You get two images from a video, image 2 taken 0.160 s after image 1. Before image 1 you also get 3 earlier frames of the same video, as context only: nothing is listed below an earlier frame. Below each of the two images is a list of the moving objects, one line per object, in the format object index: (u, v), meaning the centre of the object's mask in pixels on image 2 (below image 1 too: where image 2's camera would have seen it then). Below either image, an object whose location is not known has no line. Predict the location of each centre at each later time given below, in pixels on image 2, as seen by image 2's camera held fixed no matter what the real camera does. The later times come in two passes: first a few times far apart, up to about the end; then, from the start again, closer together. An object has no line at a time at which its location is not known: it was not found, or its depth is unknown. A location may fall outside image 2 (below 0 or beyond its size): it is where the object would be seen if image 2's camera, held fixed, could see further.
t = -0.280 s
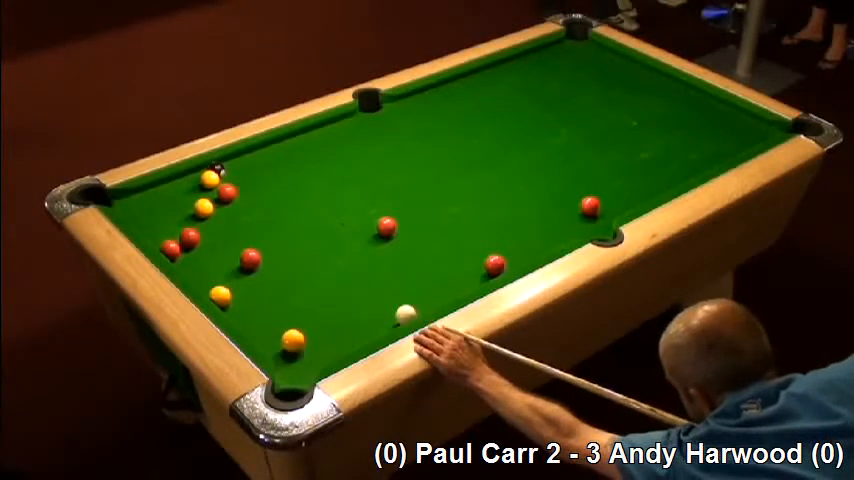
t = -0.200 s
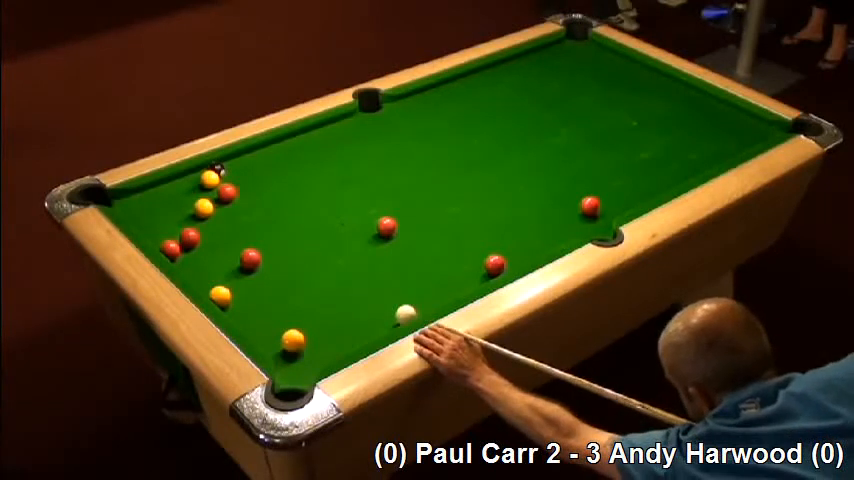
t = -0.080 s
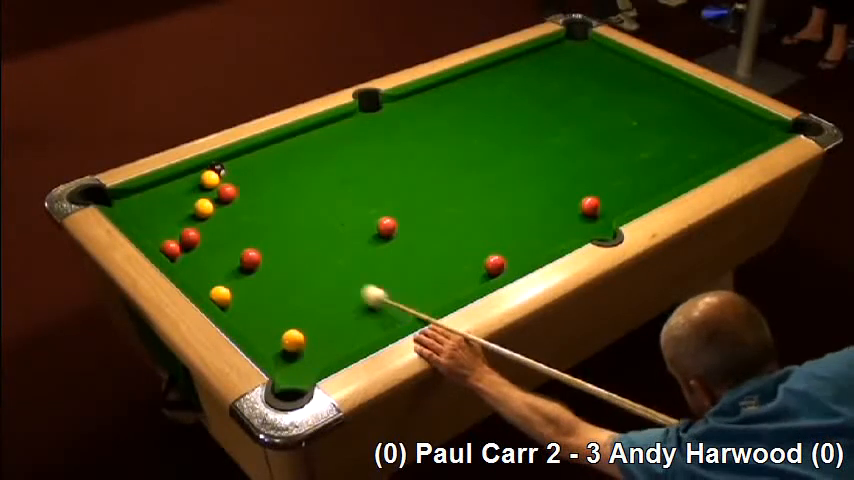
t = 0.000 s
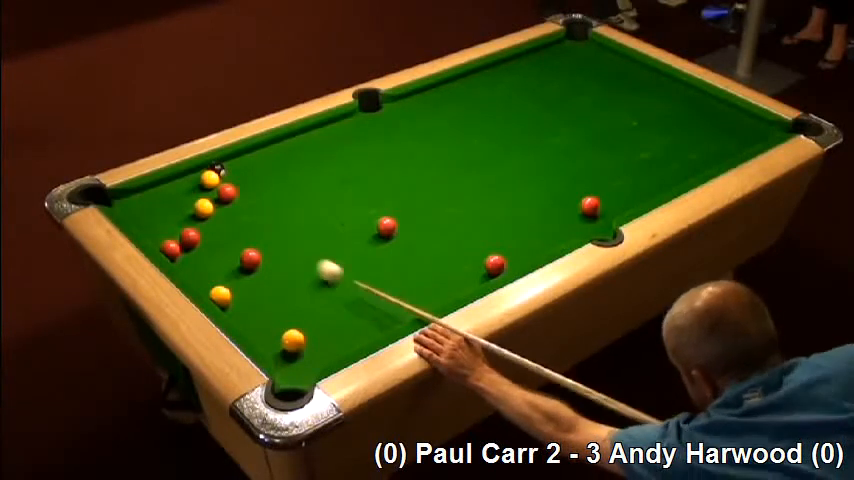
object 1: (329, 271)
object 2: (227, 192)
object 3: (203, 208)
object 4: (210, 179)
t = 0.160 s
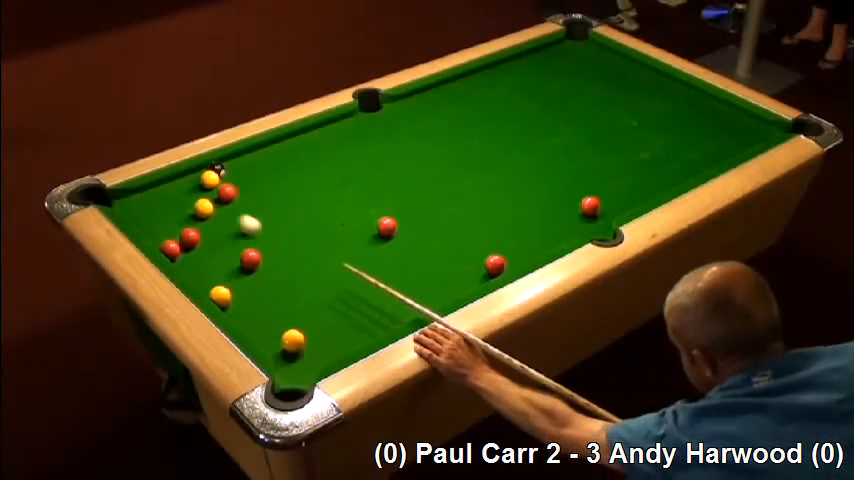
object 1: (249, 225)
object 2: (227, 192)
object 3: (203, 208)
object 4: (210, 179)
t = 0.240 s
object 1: (224, 205)
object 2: (228, 190)
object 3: (195, 207)
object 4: (210, 179)
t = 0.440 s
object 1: (225, 198)
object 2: (236, 171)
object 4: (208, 179)
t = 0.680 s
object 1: (216, 189)
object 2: (255, 153)
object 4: (205, 178)
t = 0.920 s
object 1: (216, 186)
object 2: (278, 145)
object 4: (198, 177)
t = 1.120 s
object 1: (217, 185)
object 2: (298, 142)
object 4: (191, 176)
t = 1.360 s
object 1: (217, 185)
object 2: (320, 139)
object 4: (186, 175)
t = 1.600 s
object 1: (217, 185)
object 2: (340, 137)
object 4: (186, 176)
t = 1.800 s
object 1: (217, 185)
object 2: (354, 136)
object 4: (185, 177)
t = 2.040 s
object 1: (217, 185)
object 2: (370, 134)
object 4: (185, 177)
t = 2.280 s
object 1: (217, 185)
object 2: (383, 132)
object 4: (185, 177)
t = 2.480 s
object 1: (217, 185)
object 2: (392, 132)
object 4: (185, 177)
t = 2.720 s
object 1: (216, 186)
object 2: (402, 131)
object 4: (185, 177)
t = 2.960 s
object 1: (216, 186)
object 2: (409, 130)
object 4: (185, 177)
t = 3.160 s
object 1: (216, 186)
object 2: (414, 129)
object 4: (185, 177)
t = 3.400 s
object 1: (216, 186)
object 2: (418, 129)
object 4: (185, 177)
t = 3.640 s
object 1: (217, 186)
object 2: (420, 129)
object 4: (185, 177)
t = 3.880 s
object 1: (216, 186)
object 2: (420, 130)
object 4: (185, 177)
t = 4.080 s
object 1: (216, 186)
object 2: (420, 130)
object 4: (185, 177)
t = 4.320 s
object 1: (216, 186)
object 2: (420, 130)
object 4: (185, 177)
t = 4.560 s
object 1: (216, 186)
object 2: (420, 130)
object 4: (185, 177)
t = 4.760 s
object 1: (216, 186)
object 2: (420, 130)
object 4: (185, 177)
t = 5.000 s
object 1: (216, 186)
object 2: (420, 130)
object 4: (185, 177)
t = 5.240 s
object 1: (216, 186)
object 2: (420, 130)
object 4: (185, 177)
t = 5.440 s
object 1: (217, 186)
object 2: (420, 130)
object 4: (185, 177)
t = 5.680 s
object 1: (217, 186)
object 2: (420, 130)
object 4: (185, 177)
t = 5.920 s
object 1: (216, 186)
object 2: (420, 130)
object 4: (185, 177)
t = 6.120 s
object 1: (216, 186)
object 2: (420, 130)
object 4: (185, 177)
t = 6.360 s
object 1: (216, 186)
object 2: (420, 130)
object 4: (185, 177)
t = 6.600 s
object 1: (216, 186)
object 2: (420, 130)
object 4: (185, 177)
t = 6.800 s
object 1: (216, 186)
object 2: (420, 130)
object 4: (185, 177)
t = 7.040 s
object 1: (216, 186)
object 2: (420, 129)
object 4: (185, 177)
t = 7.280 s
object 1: (216, 186)
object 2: (420, 130)
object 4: (185, 177)
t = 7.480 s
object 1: (216, 186)
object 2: (420, 130)
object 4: (185, 177)
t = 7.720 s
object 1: (216, 186)
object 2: (420, 130)
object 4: (185, 177)
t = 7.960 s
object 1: (216, 186)
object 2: (420, 130)
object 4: (185, 177)
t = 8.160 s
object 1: (216, 186)
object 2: (420, 130)
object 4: (185, 177)
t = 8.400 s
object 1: (216, 186)
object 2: (420, 130)
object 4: (185, 177)
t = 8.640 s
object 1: (216, 186)
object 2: (420, 130)
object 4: (185, 177)
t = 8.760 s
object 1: (216, 186)
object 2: (420, 129)
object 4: (185, 177)
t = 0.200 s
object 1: (231, 214)
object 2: (227, 192)
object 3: (203, 208)
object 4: (209, 179)
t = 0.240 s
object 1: (224, 205)
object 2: (228, 190)
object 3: (195, 207)
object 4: (210, 179)
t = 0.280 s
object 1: (227, 203)
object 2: (229, 187)
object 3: (178, 205)
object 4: (210, 179)
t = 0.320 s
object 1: (228, 203)
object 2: (229, 182)
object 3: (162, 205)
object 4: (210, 179)
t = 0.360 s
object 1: (227, 202)
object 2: (229, 178)
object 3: (149, 203)
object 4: (209, 179)
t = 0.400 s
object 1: (226, 200)
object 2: (232, 174)
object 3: (137, 202)
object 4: (208, 179)
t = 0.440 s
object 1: (225, 198)
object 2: (236, 171)
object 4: (208, 179)
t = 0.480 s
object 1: (223, 197)
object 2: (239, 168)
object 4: (207, 179)
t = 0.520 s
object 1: (222, 195)
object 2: (243, 165)
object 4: (207, 178)
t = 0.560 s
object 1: (220, 193)
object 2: (246, 162)
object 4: (206, 178)
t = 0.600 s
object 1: (219, 192)
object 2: (249, 159)
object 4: (206, 178)
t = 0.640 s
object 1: (217, 190)
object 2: (252, 156)
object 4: (205, 178)
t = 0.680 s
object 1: (216, 189)
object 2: (255, 153)
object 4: (205, 178)
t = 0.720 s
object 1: (215, 187)
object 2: (258, 151)
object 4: (204, 178)
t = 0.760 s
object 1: (216, 187)
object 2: (262, 148)
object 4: (203, 178)
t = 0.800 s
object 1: (216, 187)
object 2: (265, 147)
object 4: (201, 178)
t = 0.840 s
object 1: (216, 186)
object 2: (270, 146)
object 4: (200, 178)
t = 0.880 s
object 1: (216, 186)
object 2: (274, 146)
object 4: (199, 177)
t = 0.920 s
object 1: (216, 186)
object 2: (278, 145)
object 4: (198, 177)
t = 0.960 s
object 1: (217, 186)
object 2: (282, 145)
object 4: (196, 177)
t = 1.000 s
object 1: (217, 185)
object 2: (286, 144)
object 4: (196, 177)
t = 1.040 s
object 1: (217, 185)
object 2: (291, 143)
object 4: (194, 176)
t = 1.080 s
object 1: (217, 185)
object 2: (294, 143)
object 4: (193, 176)
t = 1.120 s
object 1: (217, 185)
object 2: (298, 142)
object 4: (191, 176)
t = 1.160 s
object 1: (217, 185)
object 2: (302, 142)
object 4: (190, 176)
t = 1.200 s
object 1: (217, 185)
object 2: (306, 141)
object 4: (189, 176)
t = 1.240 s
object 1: (217, 185)
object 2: (310, 141)
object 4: (188, 175)
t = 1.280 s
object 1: (217, 185)
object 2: (313, 140)
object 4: (187, 175)
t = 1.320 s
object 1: (217, 185)
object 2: (316, 140)
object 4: (187, 175)
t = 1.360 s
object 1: (217, 185)
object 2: (320, 139)
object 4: (186, 175)
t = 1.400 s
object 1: (217, 185)
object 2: (324, 139)
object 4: (186, 175)
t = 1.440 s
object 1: (217, 185)
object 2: (327, 139)
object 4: (186, 175)
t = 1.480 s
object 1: (217, 185)
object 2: (330, 138)
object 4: (186, 176)
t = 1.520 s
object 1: (217, 185)
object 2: (334, 138)
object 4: (186, 176)
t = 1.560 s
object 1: (217, 185)
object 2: (337, 138)
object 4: (186, 176)
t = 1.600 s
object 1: (217, 185)
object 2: (340, 137)
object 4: (186, 176)
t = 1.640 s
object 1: (217, 185)
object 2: (343, 137)
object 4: (186, 176)
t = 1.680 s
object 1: (217, 185)
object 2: (346, 136)
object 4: (186, 176)
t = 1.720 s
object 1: (217, 185)
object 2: (349, 136)
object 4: (186, 176)
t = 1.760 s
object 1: (217, 185)
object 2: (351, 136)
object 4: (185, 177)
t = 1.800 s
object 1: (217, 185)
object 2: (354, 136)
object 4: (185, 177)
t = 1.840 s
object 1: (217, 185)
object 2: (357, 135)
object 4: (185, 177)
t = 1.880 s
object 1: (217, 185)
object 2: (360, 135)
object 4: (185, 177)
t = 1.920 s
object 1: (217, 185)
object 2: (363, 135)
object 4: (185, 177)
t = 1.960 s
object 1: (217, 185)
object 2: (365, 135)
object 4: (185, 177)
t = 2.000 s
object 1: (217, 185)
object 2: (368, 134)
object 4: (185, 177)
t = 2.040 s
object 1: (217, 185)
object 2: (370, 134)
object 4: (185, 177)
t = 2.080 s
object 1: (217, 185)
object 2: (372, 134)
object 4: (185, 177)
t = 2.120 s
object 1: (217, 185)
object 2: (374, 133)
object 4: (185, 177)
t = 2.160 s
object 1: (217, 186)
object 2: (377, 133)
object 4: (185, 177)
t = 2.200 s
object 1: (217, 186)
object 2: (379, 133)
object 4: (185, 177)
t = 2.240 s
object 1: (217, 186)
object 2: (381, 133)
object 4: (185, 177)
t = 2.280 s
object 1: (217, 185)
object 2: (383, 132)
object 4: (185, 177)
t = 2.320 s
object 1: (217, 185)
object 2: (385, 132)
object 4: (185, 177)
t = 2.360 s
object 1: (217, 185)
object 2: (387, 132)
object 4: (185, 177)
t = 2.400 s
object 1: (217, 185)
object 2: (389, 132)
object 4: (185, 177)
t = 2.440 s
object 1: (217, 185)
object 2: (391, 132)
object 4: (185, 177)
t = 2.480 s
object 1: (217, 185)
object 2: (392, 132)
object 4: (185, 177)
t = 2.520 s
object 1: (217, 185)
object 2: (394, 131)
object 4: (185, 177)
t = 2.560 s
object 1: (217, 185)
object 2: (395, 131)
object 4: (185, 177)
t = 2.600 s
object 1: (217, 185)
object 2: (397, 131)
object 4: (185, 177)
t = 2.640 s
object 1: (217, 186)
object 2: (399, 131)
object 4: (185, 177)
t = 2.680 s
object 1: (217, 186)
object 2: (400, 131)
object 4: (185, 177)
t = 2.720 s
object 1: (216, 186)
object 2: (402, 131)
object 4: (185, 177)
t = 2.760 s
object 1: (216, 186)
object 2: (403, 131)
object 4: (185, 177)
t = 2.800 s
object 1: (216, 186)
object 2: (404, 131)
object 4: (185, 177)
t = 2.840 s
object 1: (216, 186)
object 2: (405, 130)
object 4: (185, 177)
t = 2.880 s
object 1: (216, 186)
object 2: (407, 130)
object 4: (185, 177)
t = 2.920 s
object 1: (216, 186)
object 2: (408, 130)
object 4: (185, 177)
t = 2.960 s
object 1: (216, 186)
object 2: (409, 130)
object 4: (185, 177)
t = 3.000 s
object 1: (216, 186)
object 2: (410, 130)
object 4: (185, 177)
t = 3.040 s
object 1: (216, 186)
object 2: (411, 129)
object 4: (185, 177)
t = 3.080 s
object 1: (216, 186)
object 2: (412, 130)
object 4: (185, 177)
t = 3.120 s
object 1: (216, 186)
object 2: (413, 130)
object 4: (185, 177)
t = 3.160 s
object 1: (216, 186)
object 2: (414, 129)
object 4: (185, 177)
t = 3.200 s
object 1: (216, 186)
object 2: (414, 129)
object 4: (185, 177)
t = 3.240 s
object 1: (216, 186)
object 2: (415, 129)
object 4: (185, 177)
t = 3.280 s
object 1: (216, 186)
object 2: (416, 129)
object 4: (185, 177)
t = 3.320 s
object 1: (216, 186)
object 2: (417, 129)
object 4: (185, 177)
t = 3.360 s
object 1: (216, 186)
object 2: (417, 129)
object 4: (185, 177)
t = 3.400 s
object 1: (216, 186)
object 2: (418, 129)
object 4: (185, 177)
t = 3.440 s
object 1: (216, 186)
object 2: (418, 129)
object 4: (184, 177)
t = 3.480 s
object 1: (217, 186)
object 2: (419, 129)
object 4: (185, 177)
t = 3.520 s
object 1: (217, 186)
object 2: (419, 129)
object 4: (185, 177)
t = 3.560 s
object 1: (217, 186)
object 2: (419, 129)
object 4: (185, 177)
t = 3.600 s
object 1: (217, 186)
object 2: (420, 129)
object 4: (185, 177)
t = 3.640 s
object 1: (217, 186)
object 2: (420, 129)
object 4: (185, 177)
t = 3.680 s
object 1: (216, 186)
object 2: (420, 130)
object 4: (185, 177)
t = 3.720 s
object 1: (216, 186)
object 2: (420, 130)
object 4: (185, 177)
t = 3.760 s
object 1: (216, 186)
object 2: (420, 130)
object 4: (185, 177)
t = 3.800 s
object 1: (216, 186)
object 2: (420, 130)
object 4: (185, 177)
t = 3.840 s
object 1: (216, 186)
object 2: (420, 130)
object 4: (185, 177)
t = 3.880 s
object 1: (216, 186)
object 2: (420, 130)
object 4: (185, 177)
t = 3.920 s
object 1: (216, 186)
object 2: (420, 130)
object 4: (185, 177)
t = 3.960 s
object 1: (216, 186)
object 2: (420, 130)
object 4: (185, 177)
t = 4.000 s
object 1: (216, 186)
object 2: (420, 130)
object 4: (185, 177)
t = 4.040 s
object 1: (216, 186)
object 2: (420, 130)
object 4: (185, 177)
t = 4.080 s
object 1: (216, 186)
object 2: (420, 130)
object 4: (185, 177)
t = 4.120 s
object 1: (216, 186)
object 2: (420, 130)
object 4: (185, 177)
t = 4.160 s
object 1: (216, 186)
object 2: (420, 130)
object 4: (185, 177)
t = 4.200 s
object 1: (216, 186)
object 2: (420, 130)
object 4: (185, 177)
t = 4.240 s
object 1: (216, 186)
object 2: (420, 130)
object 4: (185, 177)
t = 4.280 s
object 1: (216, 186)
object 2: (420, 130)
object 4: (185, 177)
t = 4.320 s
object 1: (216, 186)
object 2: (420, 130)
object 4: (185, 177)
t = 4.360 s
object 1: (216, 186)
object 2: (420, 130)
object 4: (185, 177)
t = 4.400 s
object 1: (216, 186)
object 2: (420, 130)
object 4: (185, 177)
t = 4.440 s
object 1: (216, 186)
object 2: (420, 130)
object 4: (185, 177)
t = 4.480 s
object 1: (216, 186)
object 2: (420, 130)
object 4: (185, 177)
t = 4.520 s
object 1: (216, 186)
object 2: (420, 130)
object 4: (185, 177)
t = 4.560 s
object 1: (216, 186)
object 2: (420, 130)
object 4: (185, 177)
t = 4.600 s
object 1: (216, 186)
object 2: (420, 130)
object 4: (185, 177)
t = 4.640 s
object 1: (216, 186)
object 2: (420, 130)
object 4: (185, 177)
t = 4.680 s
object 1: (216, 186)
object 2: (420, 130)
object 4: (185, 177)
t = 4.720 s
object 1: (216, 186)
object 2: (420, 130)
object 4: (185, 177)
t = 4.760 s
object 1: (216, 186)
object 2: (420, 130)
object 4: (185, 177)
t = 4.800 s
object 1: (216, 186)
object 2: (420, 130)
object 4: (185, 177)
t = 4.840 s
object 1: (216, 186)
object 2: (420, 130)
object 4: (185, 177)
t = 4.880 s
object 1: (216, 186)
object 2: (420, 130)
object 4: (185, 177)
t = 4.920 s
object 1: (216, 186)
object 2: (420, 130)
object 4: (185, 177)
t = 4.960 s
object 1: (216, 186)
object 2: (420, 130)
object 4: (185, 177)
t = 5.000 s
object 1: (216, 186)
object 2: (420, 130)
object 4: (185, 177)
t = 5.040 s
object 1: (216, 186)
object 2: (420, 130)
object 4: (185, 177)
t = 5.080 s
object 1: (216, 186)
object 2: (420, 130)
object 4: (185, 177)
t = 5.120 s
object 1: (217, 186)
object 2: (420, 130)
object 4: (185, 177)
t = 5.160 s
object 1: (216, 186)
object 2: (420, 130)
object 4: (185, 177)
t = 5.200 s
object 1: (216, 186)
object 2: (420, 130)
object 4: (185, 177)
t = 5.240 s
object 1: (216, 186)
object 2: (420, 130)
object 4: (185, 177)
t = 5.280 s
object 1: (217, 186)
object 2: (420, 130)
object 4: (185, 177)
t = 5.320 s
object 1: (217, 186)
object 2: (420, 130)
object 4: (185, 177)
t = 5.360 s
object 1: (217, 186)
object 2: (420, 130)
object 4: (185, 177)
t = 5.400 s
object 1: (217, 186)
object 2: (420, 130)
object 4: (185, 177)
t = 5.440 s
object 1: (217, 186)
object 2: (420, 130)
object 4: (185, 177)
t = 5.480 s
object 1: (217, 186)
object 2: (420, 130)
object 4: (185, 177)
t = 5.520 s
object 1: (217, 186)
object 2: (420, 130)
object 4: (185, 177)
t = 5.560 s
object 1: (217, 186)
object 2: (420, 130)
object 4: (185, 177)
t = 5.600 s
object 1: (217, 186)
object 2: (420, 130)
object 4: (185, 177)
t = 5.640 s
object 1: (217, 186)
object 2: (420, 130)
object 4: (185, 177)
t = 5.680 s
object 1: (217, 186)
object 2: (420, 130)
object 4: (185, 177)
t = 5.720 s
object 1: (217, 186)
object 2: (420, 130)
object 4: (185, 177)
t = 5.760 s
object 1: (216, 186)
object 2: (420, 130)
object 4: (185, 177)
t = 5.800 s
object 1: (216, 186)
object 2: (420, 130)
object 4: (185, 177)
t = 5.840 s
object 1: (216, 186)
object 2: (420, 130)
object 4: (185, 177)
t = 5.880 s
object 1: (216, 186)
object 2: (420, 130)
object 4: (185, 177)
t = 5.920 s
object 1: (216, 186)
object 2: (420, 130)
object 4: (185, 177)
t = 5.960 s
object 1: (216, 186)
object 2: (420, 130)
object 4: (185, 177)
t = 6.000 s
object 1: (216, 186)
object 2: (420, 130)
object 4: (185, 177)
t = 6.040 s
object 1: (216, 186)
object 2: (420, 130)
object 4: (185, 177)
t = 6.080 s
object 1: (216, 186)
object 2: (420, 130)
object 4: (185, 177)
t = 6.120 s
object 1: (216, 186)
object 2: (420, 130)
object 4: (185, 177)
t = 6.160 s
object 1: (216, 186)
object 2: (420, 130)
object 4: (185, 177)
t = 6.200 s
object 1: (216, 186)
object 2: (420, 130)
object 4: (185, 177)
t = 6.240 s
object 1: (216, 186)
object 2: (420, 130)
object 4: (185, 177)
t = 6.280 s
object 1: (216, 186)
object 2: (420, 130)
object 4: (185, 177)
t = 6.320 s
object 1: (216, 186)
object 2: (420, 130)
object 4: (185, 177)
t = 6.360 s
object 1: (216, 186)
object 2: (420, 130)
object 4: (185, 177)
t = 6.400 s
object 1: (216, 186)
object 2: (420, 130)
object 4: (185, 177)
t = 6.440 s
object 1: (216, 186)
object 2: (420, 130)
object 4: (185, 177)
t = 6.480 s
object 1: (216, 186)
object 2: (420, 130)
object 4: (185, 177)
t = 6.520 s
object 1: (216, 186)
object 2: (420, 130)
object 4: (185, 177)
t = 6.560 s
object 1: (216, 186)
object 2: (420, 130)
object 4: (185, 177)
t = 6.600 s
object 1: (216, 186)
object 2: (420, 130)
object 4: (185, 177)
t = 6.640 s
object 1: (216, 186)
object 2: (420, 130)
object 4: (185, 177)
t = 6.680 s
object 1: (216, 186)
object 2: (420, 130)
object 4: (185, 177)
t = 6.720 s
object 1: (216, 186)
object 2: (420, 130)
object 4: (185, 177)
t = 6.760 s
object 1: (216, 186)
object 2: (420, 130)
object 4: (185, 177)
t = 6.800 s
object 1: (216, 186)
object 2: (420, 130)
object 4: (185, 177)
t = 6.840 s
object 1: (216, 186)
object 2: (420, 130)
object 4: (185, 177)
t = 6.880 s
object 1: (216, 186)
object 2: (420, 130)
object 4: (185, 177)
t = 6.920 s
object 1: (216, 186)
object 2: (420, 130)
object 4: (185, 177)
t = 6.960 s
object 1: (216, 186)
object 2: (420, 130)
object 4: (185, 177)
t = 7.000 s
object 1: (216, 186)
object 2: (420, 129)
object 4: (185, 177)
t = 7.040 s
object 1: (216, 186)
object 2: (420, 129)
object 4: (185, 177)
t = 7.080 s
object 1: (216, 186)
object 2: (420, 130)
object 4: (185, 177)
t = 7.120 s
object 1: (216, 186)
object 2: (420, 130)
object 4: (185, 177)
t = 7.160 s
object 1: (216, 186)
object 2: (420, 130)
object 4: (185, 177)
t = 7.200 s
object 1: (216, 186)
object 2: (420, 130)
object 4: (185, 177)
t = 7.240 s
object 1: (216, 186)
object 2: (420, 129)
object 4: (185, 177)
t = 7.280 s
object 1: (216, 186)
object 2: (420, 130)
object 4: (185, 177)
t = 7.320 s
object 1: (216, 186)
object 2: (420, 130)
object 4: (185, 177)
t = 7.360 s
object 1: (216, 186)
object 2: (420, 129)
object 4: (185, 177)
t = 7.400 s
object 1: (216, 186)
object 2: (420, 130)
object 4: (185, 177)
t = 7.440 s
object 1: (216, 186)
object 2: (420, 130)
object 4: (185, 177)
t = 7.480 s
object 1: (216, 186)
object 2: (420, 130)
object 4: (185, 177)
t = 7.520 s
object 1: (216, 186)
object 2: (420, 130)
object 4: (185, 177)
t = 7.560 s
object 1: (216, 186)
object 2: (420, 130)
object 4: (185, 177)
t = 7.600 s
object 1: (216, 186)
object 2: (420, 130)
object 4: (185, 177)
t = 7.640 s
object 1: (216, 186)
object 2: (420, 130)
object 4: (185, 177)
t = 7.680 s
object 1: (216, 186)
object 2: (420, 130)
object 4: (185, 177)
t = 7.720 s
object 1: (216, 186)
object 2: (420, 130)
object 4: (185, 177)
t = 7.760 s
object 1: (216, 186)
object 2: (420, 130)
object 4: (185, 177)
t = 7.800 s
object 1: (216, 186)
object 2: (420, 130)
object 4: (185, 177)
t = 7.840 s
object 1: (216, 186)
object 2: (420, 130)
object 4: (185, 177)
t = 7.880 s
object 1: (216, 186)
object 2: (420, 130)
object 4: (185, 177)
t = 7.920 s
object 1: (216, 186)
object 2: (420, 130)
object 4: (185, 177)
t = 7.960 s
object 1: (216, 186)
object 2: (420, 130)
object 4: (185, 177)
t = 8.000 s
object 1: (216, 186)
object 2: (420, 130)
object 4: (185, 177)
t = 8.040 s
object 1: (216, 186)
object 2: (420, 130)
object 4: (185, 177)
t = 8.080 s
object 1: (216, 186)
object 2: (420, 130)
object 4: (185, 177)
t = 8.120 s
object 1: (216, 186)
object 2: (420, 130)
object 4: (185, 177)
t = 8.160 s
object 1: (216, 186)
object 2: (420, 130)
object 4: (185, 177)
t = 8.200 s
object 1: (216, 186)
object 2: (420, 130)
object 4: (185, 177)
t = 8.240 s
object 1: (216, 186)
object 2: (420, 129)
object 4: (185, 177)
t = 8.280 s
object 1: (216, 186)
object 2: (420, 130)
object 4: (185, 177)
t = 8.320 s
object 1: (216, 186)
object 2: (420, 130)
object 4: (185, 177)
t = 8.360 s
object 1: (216, 186)
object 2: (420, 130)
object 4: (185, 177)
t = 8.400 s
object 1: (216, 186)
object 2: (420, 130)
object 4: (185, 177)
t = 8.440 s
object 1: (216, 186)
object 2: (420, 130)
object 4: (185, 177)
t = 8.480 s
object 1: (216, 186)
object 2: (420, 130)
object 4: (185, 177)
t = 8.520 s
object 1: (216, 186)
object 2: (420, 130)
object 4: (185, 177)
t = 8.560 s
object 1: (216, 186)
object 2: (420, 130)
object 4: (185, 177)
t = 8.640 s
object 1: (216, 186)
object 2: (420, 130)
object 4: (185, 177)
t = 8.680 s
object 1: (216, 186)
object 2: (420, 130)
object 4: (185, 177)
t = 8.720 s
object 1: (216, 186)
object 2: (420, 129)
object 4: (185, 177)
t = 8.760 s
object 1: (216, 186)
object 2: (420, 129)
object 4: (185, 177)
